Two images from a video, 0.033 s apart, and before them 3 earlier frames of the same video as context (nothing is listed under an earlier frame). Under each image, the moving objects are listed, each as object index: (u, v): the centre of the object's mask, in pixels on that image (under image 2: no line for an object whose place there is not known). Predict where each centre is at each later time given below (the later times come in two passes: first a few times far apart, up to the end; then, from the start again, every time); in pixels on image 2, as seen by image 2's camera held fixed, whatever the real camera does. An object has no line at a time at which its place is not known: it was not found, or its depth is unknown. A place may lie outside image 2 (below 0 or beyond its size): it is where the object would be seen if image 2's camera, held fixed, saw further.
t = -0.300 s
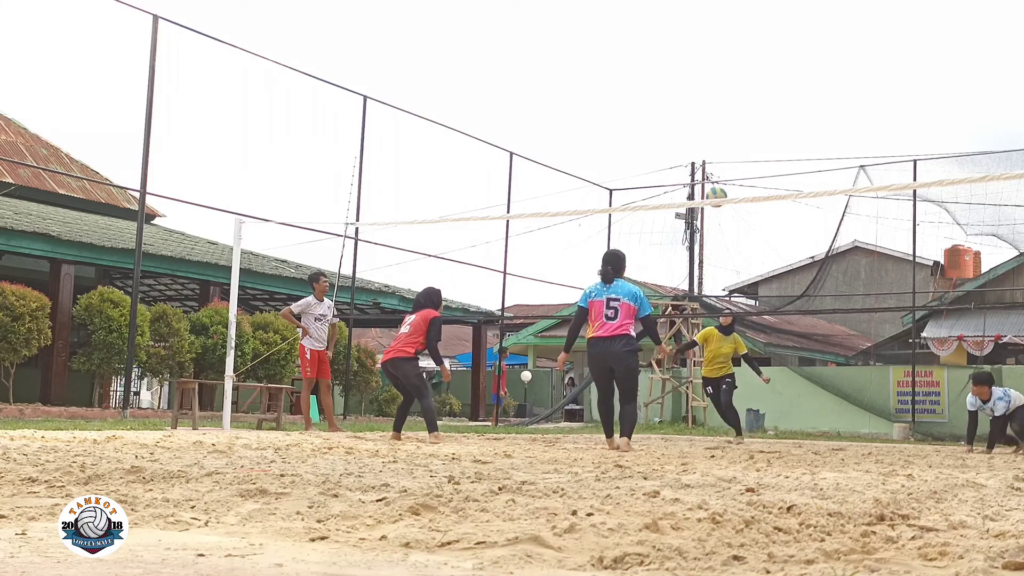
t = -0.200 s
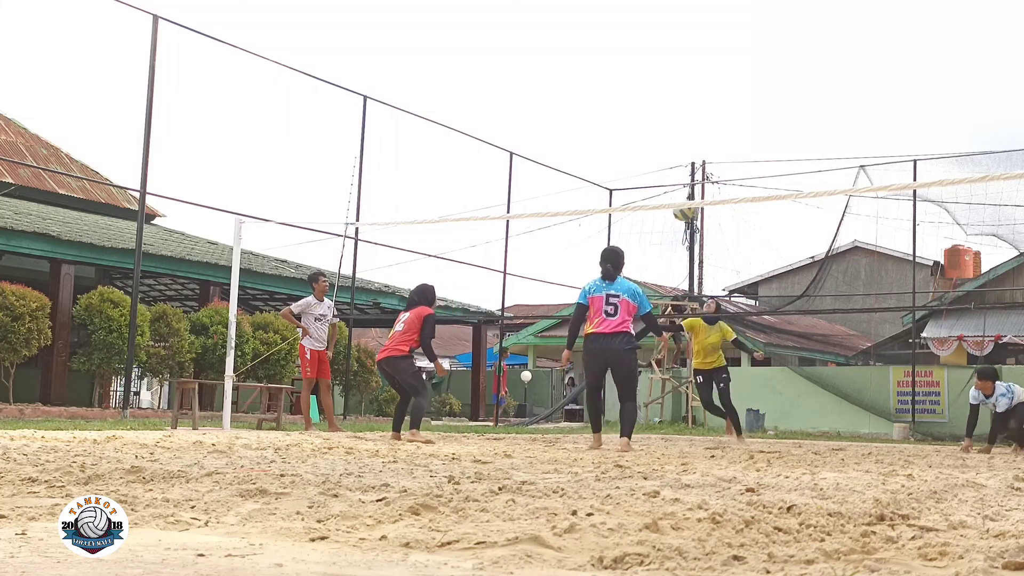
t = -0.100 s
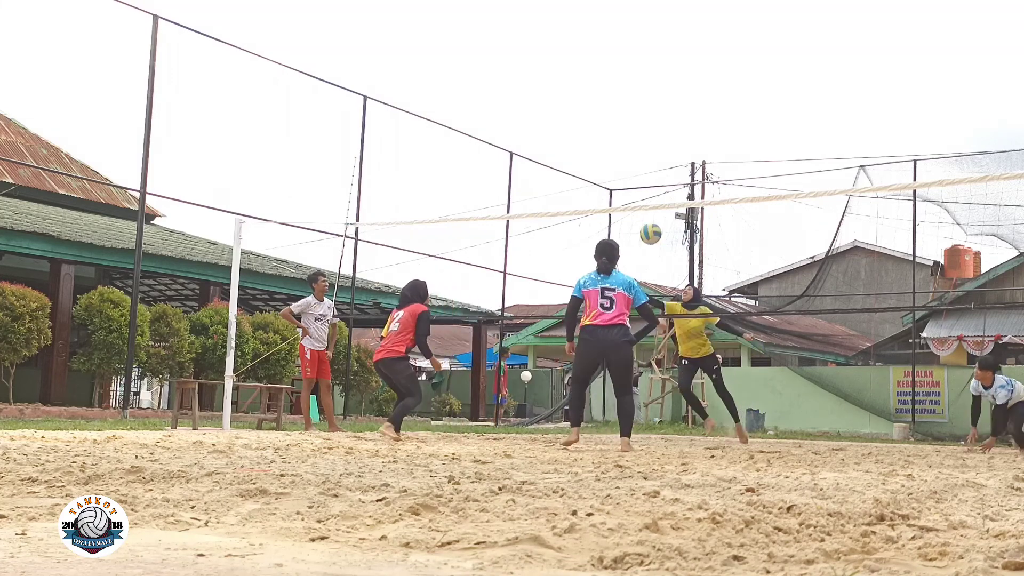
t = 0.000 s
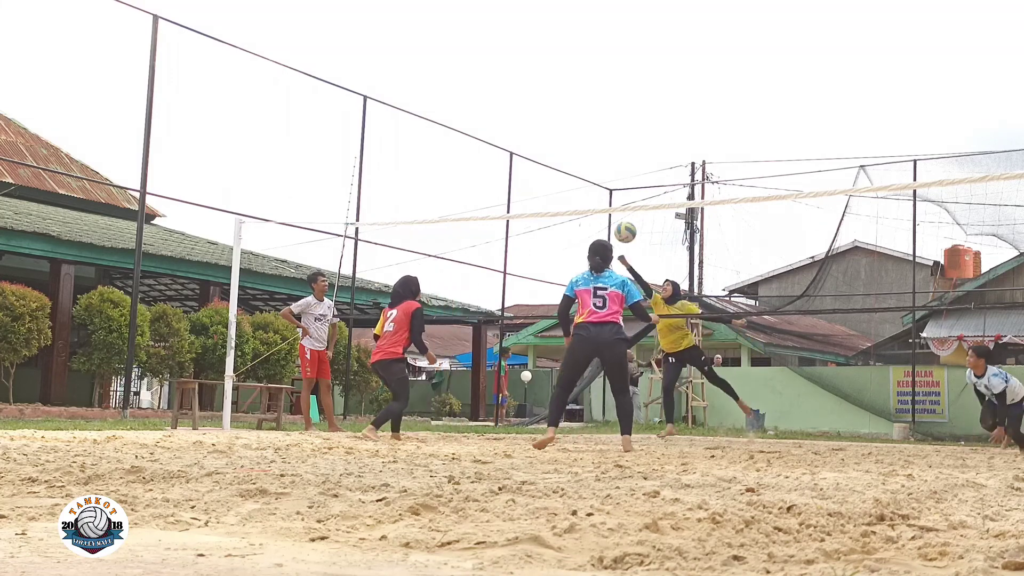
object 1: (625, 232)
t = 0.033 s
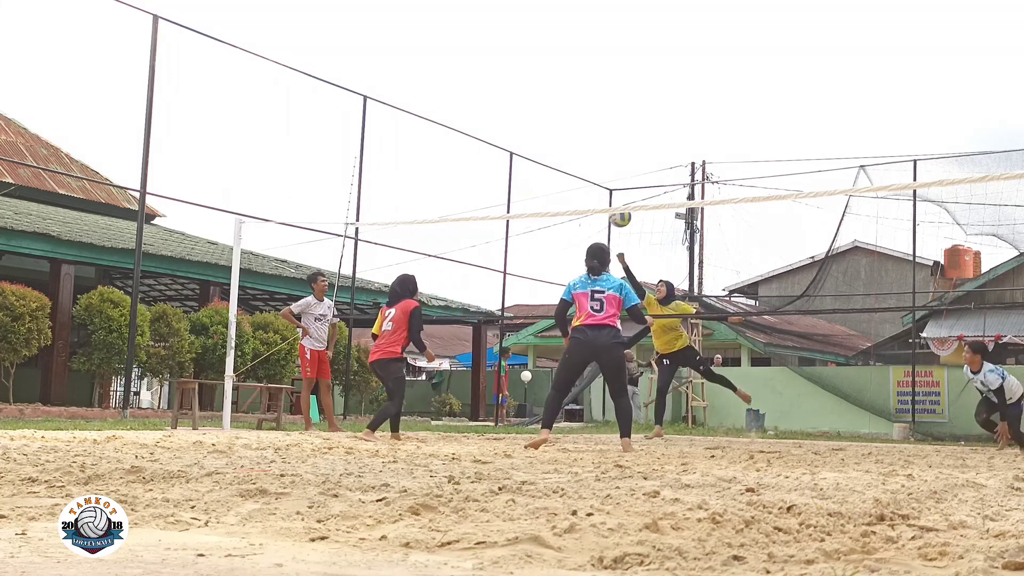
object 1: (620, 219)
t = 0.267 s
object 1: (582, 130)
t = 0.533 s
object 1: (531, 91)
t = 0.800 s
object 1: (470, 125)
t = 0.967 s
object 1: (424, 189)
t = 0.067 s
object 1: (615, 199)
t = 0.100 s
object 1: (610, 188)
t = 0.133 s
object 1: (604, 174)
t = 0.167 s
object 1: (599, 162)
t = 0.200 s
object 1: (594, 150)
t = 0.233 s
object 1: (588, 140)
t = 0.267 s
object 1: (582, 130)
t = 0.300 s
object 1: (576, 122)
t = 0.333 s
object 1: (570, 114)
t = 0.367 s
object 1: (564, 108)
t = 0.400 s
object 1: (558, 102)
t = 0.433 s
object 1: (552, 98)
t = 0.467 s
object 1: (545, 95)
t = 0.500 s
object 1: (538, 92)
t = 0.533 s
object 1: (531, 91)
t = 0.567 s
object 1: (524, 91)
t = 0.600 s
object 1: (518, 92)
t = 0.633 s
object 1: (510, 94)
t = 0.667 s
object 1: (503, 97)
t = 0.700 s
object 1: (495, 102)
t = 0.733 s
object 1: (487, 109)
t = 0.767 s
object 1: (478, 115)
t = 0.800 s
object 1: (470, 125)
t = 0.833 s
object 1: (462, 134)
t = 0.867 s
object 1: (453, 145)
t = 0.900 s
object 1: (444, 158)
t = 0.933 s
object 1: (434, 173)
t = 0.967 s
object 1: (424, 189)
